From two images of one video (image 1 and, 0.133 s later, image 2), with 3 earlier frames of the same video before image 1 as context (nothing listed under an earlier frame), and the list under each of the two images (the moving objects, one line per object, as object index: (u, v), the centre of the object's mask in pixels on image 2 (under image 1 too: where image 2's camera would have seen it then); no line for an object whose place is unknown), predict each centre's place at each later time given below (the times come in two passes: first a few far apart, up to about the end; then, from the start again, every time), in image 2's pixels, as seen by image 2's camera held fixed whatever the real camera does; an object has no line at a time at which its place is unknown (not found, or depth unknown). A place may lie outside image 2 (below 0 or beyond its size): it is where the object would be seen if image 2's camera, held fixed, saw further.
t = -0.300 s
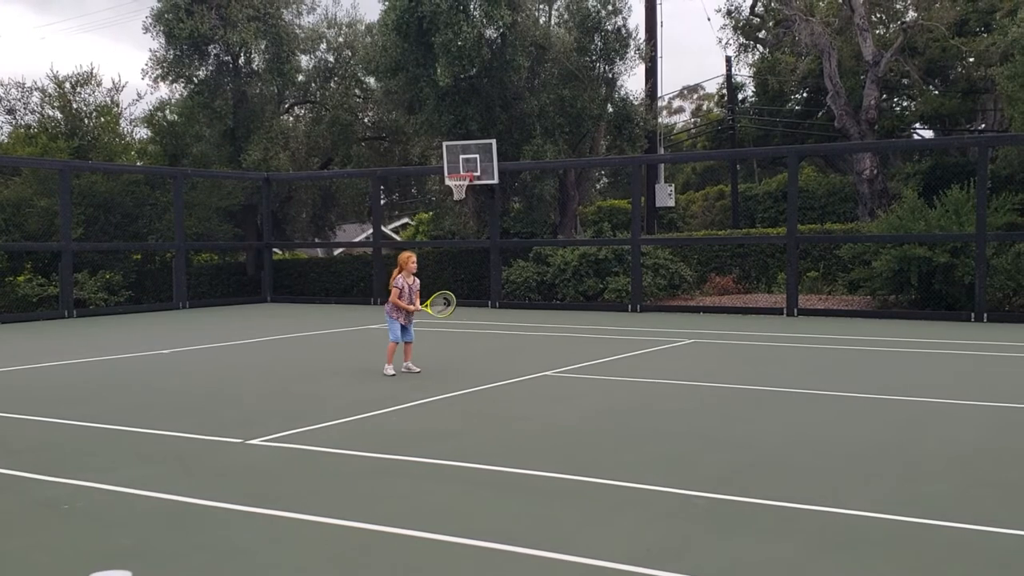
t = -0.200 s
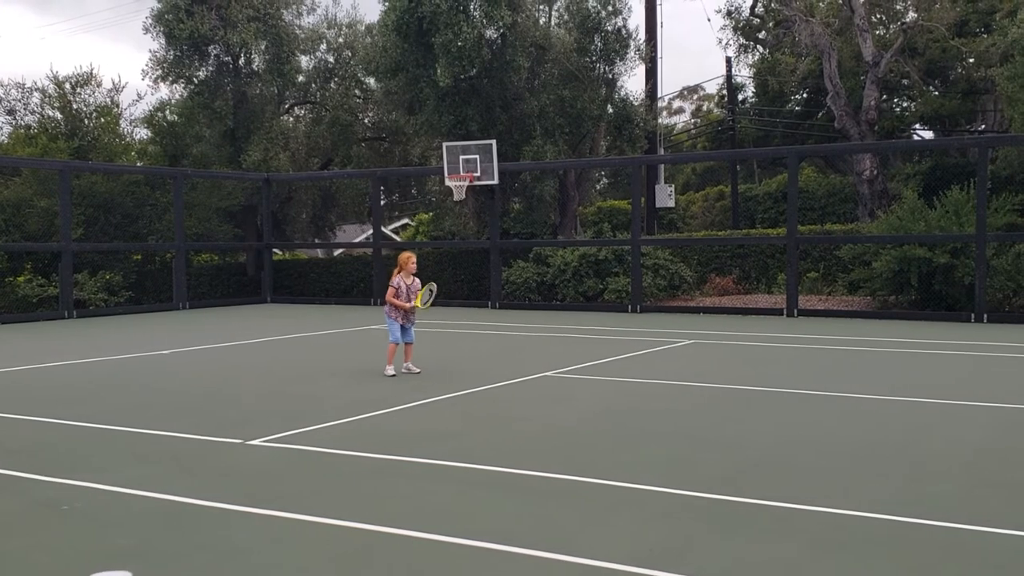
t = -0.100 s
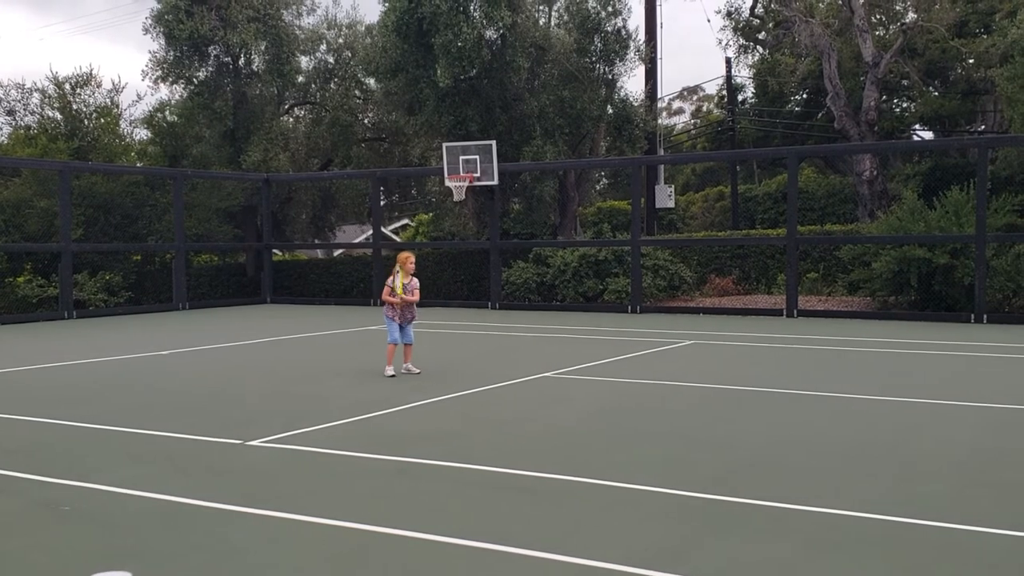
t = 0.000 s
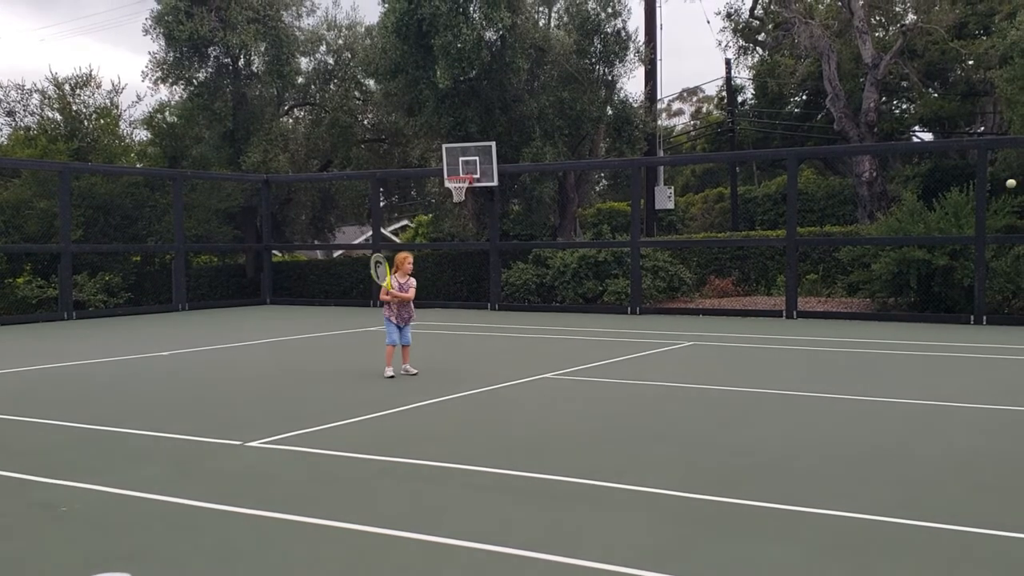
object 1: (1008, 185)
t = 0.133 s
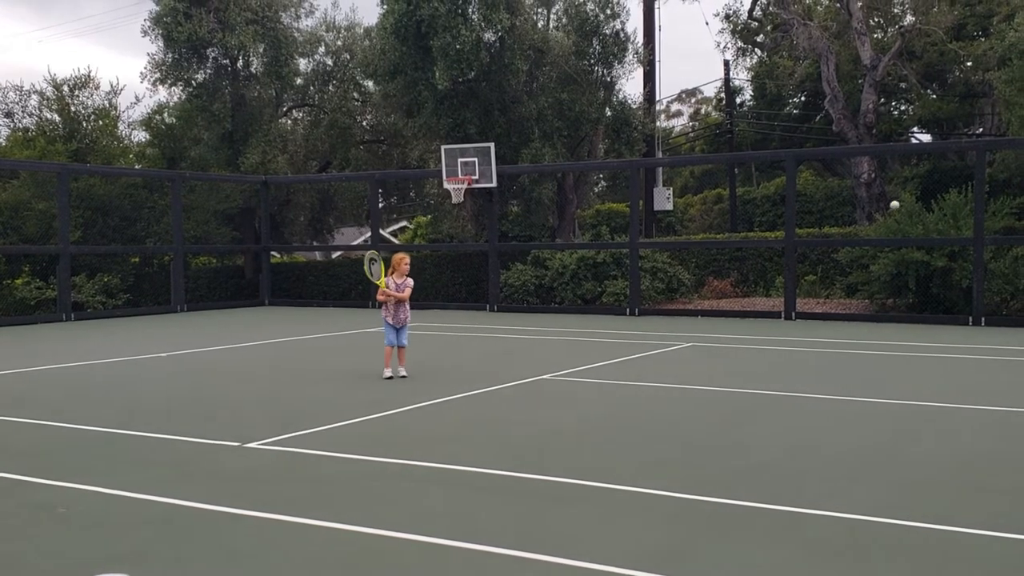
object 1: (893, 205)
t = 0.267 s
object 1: (786, 246)
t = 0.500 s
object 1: (617, 358)
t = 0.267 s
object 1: (786, 246)
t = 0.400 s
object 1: (686, 304)
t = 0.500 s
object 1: (617, 358)
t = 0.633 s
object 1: (551, 362)
